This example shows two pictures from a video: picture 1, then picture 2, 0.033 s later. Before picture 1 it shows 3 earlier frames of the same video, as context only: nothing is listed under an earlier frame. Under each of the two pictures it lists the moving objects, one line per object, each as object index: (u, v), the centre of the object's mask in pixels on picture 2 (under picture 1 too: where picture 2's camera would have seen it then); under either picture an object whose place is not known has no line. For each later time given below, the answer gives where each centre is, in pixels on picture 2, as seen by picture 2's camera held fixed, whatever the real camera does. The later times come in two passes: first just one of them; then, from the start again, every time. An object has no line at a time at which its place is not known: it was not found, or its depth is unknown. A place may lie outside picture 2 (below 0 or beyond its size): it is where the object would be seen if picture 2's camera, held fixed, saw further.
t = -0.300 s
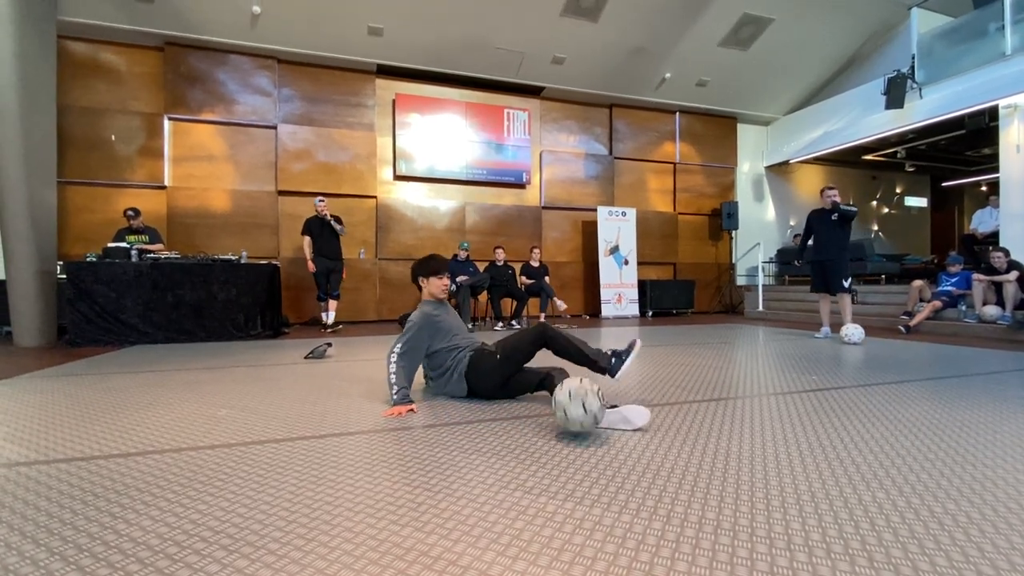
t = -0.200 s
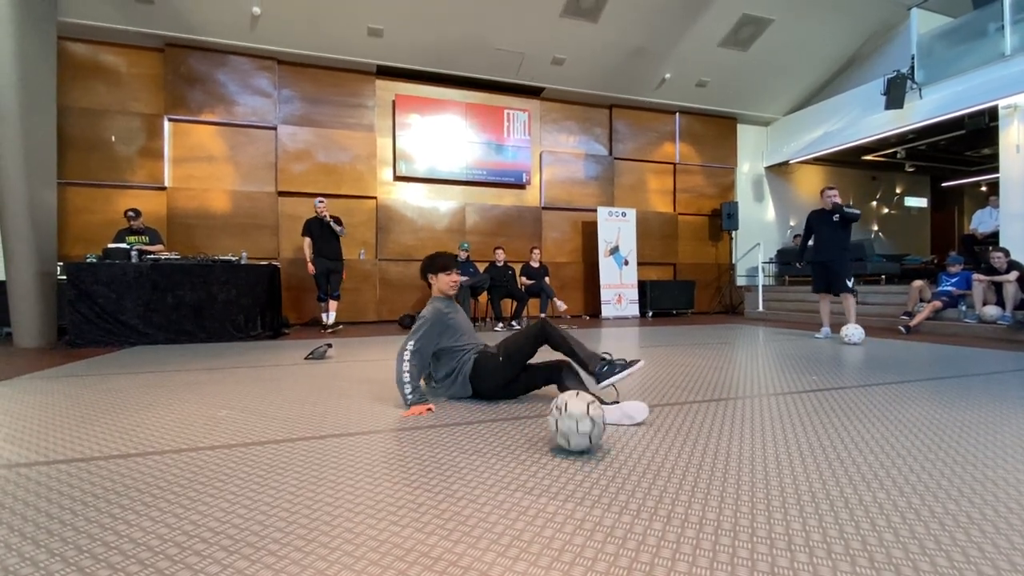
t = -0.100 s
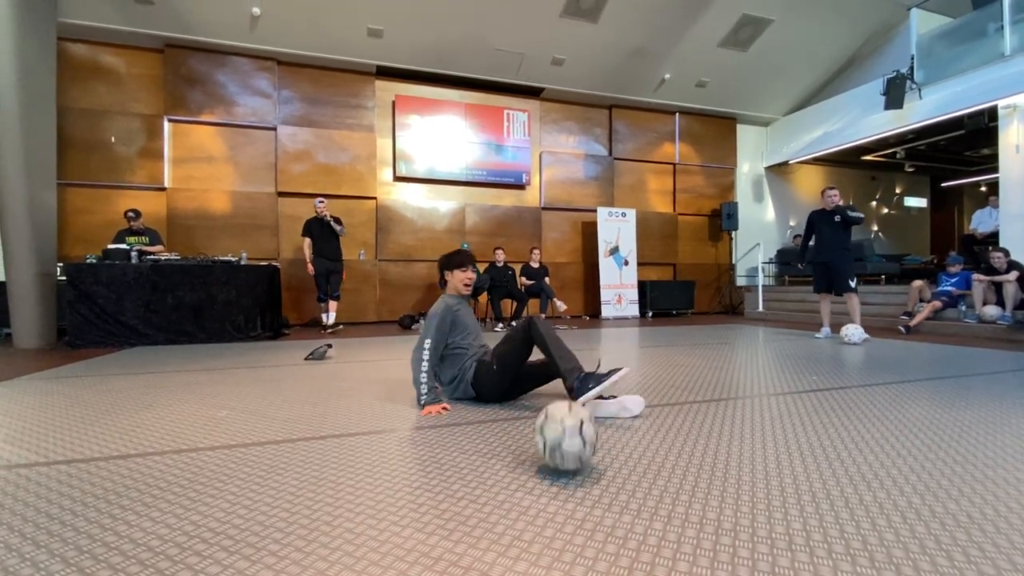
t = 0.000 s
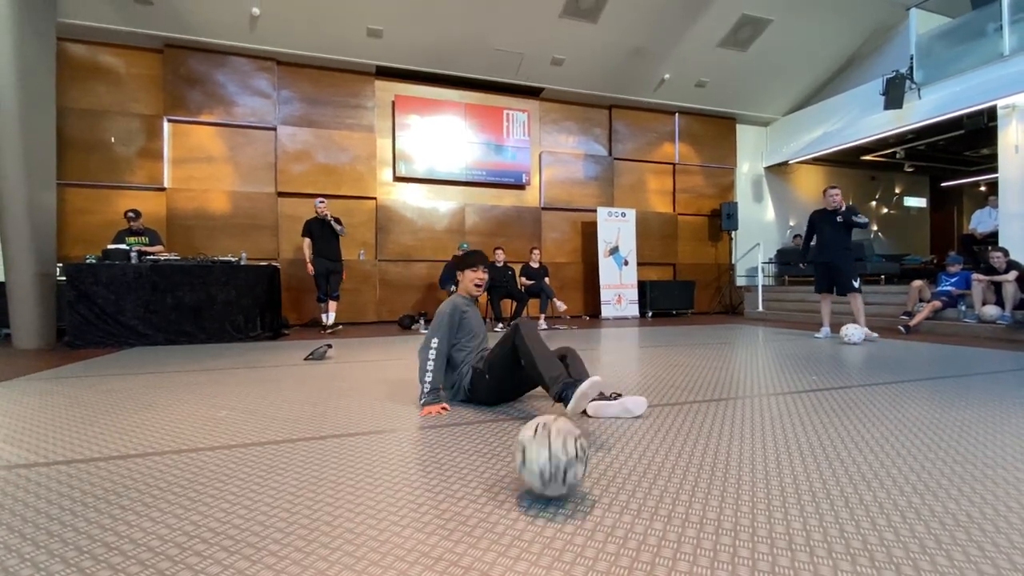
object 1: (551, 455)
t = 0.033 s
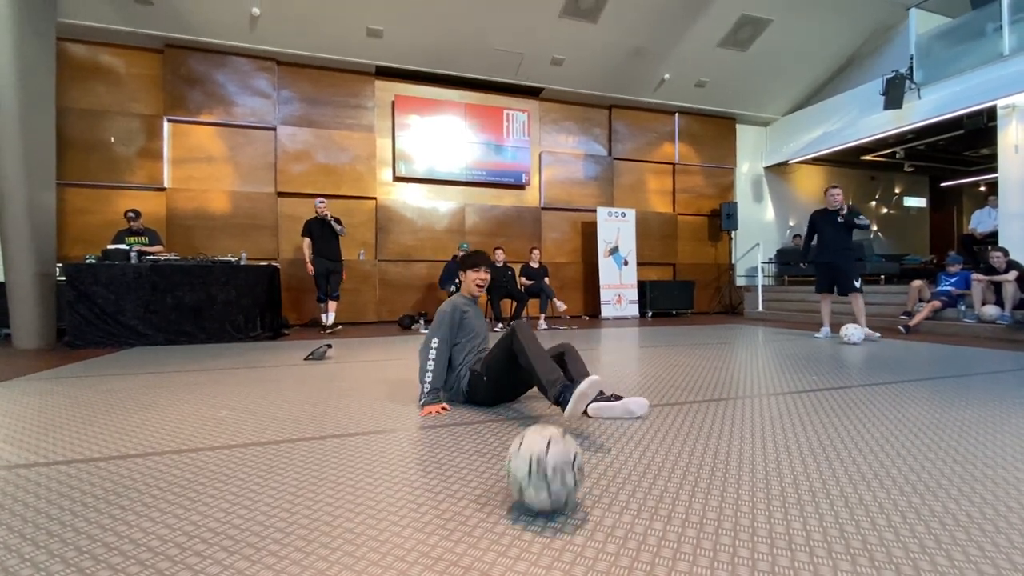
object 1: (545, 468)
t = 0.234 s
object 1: (489, 535)
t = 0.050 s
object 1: (541, 476)
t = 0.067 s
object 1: (538, 479)
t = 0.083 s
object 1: (534, 482)
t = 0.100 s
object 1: (530, 486)
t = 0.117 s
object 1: (527, 493)
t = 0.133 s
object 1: (522, 501)
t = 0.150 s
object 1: (518, 510)
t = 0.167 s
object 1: (512, 521)
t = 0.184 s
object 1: (508, 524)
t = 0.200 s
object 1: (500, 528)
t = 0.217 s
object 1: (495, 531)
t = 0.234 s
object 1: (489, 535)
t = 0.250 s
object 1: (483, 540)
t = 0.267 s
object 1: (473, 543)
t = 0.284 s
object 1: (467, 547)
